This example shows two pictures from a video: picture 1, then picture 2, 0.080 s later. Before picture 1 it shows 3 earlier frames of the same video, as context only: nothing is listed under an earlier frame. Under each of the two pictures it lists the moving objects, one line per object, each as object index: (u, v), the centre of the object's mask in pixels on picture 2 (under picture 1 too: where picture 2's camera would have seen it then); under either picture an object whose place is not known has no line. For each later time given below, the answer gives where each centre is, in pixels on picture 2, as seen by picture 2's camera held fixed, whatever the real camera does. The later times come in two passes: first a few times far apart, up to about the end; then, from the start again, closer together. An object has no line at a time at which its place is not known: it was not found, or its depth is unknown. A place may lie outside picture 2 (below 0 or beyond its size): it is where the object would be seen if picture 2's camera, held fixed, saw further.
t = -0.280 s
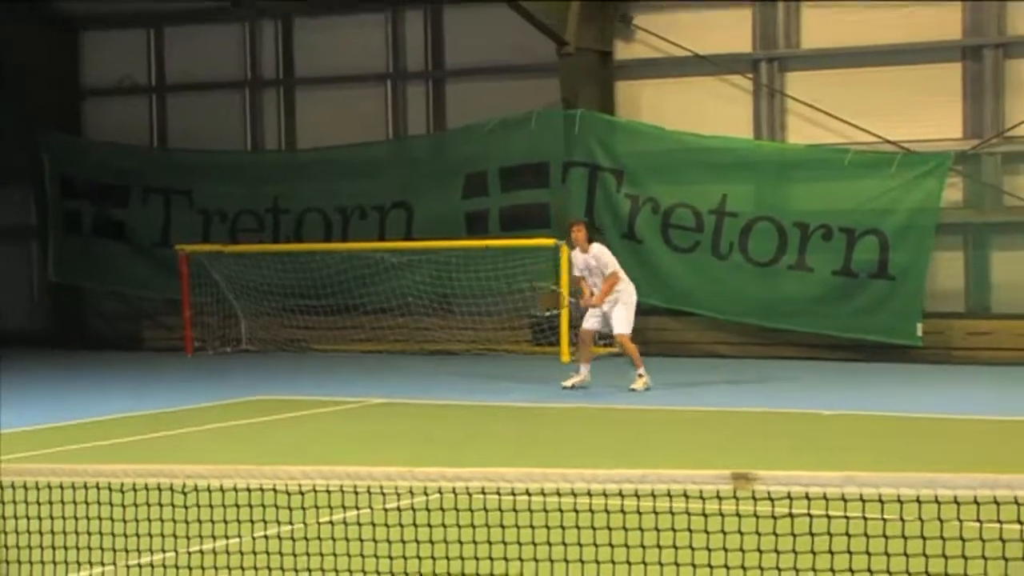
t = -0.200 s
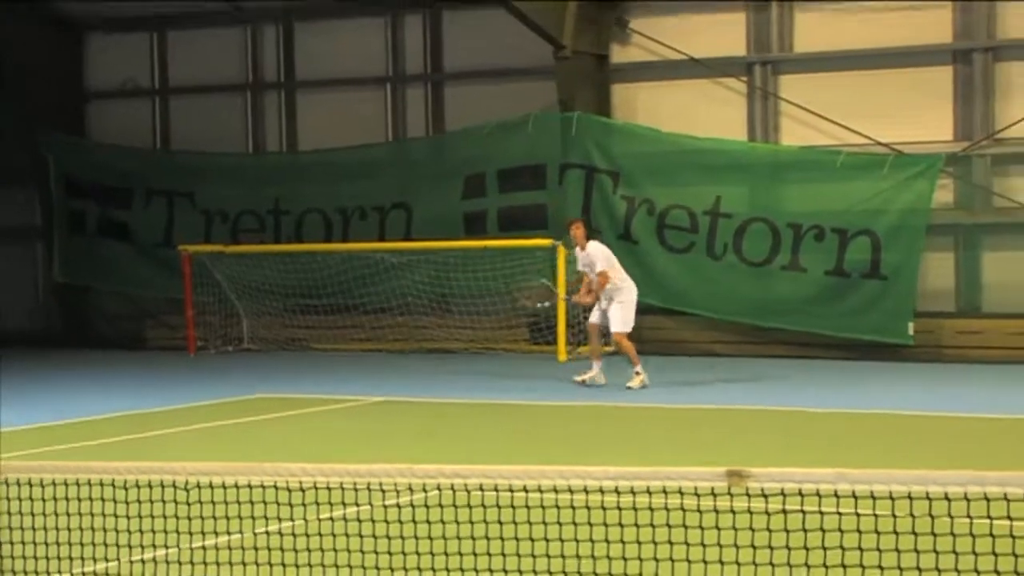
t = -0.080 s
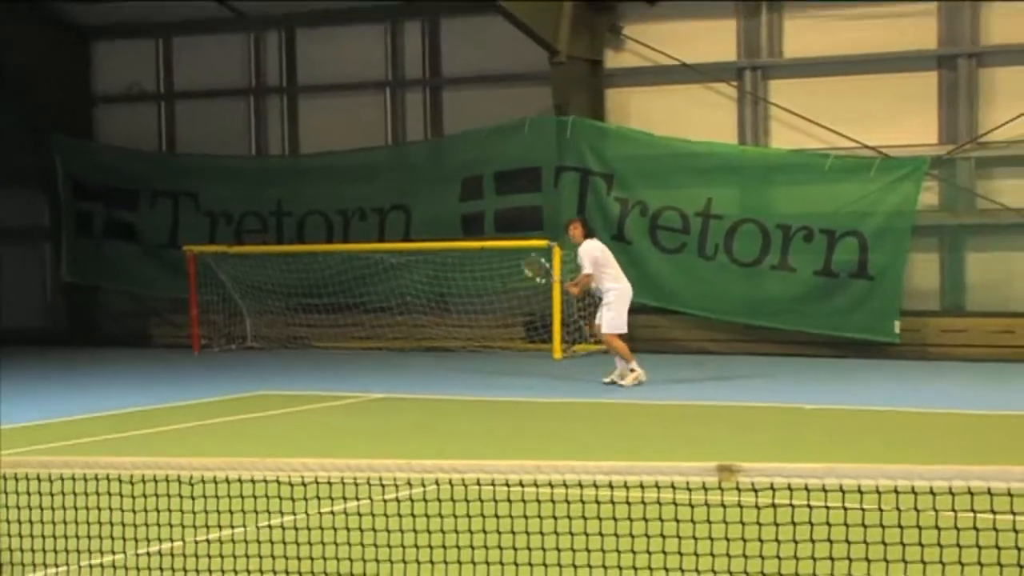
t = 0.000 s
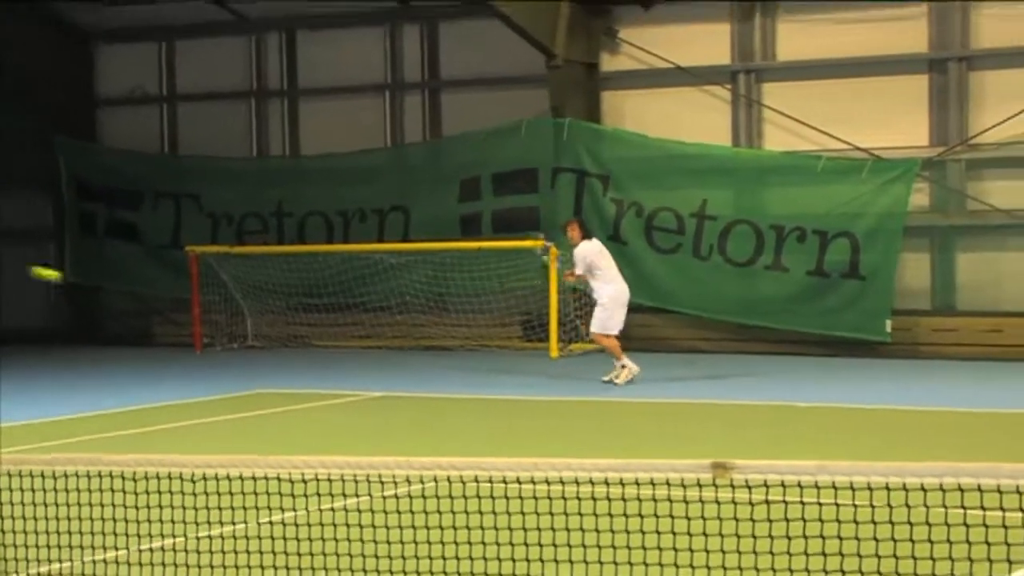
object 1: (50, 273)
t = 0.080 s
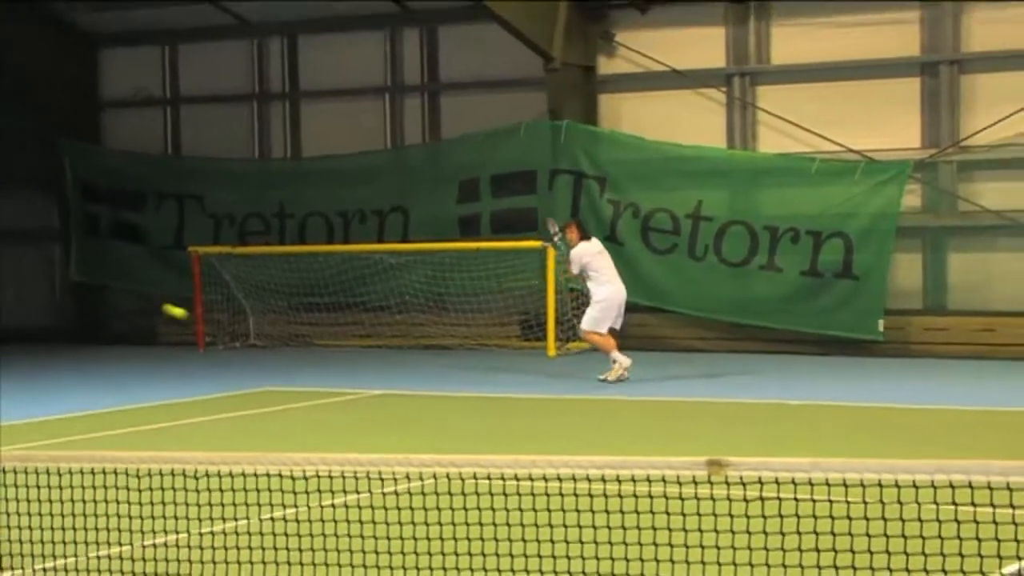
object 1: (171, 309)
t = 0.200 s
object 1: (314, 367)
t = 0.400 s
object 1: (445, 345)
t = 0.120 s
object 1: (225, 330)
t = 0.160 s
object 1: (272, 350)
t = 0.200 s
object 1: (314, 367)
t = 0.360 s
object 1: (428, 363)
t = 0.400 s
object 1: (445, 345)
